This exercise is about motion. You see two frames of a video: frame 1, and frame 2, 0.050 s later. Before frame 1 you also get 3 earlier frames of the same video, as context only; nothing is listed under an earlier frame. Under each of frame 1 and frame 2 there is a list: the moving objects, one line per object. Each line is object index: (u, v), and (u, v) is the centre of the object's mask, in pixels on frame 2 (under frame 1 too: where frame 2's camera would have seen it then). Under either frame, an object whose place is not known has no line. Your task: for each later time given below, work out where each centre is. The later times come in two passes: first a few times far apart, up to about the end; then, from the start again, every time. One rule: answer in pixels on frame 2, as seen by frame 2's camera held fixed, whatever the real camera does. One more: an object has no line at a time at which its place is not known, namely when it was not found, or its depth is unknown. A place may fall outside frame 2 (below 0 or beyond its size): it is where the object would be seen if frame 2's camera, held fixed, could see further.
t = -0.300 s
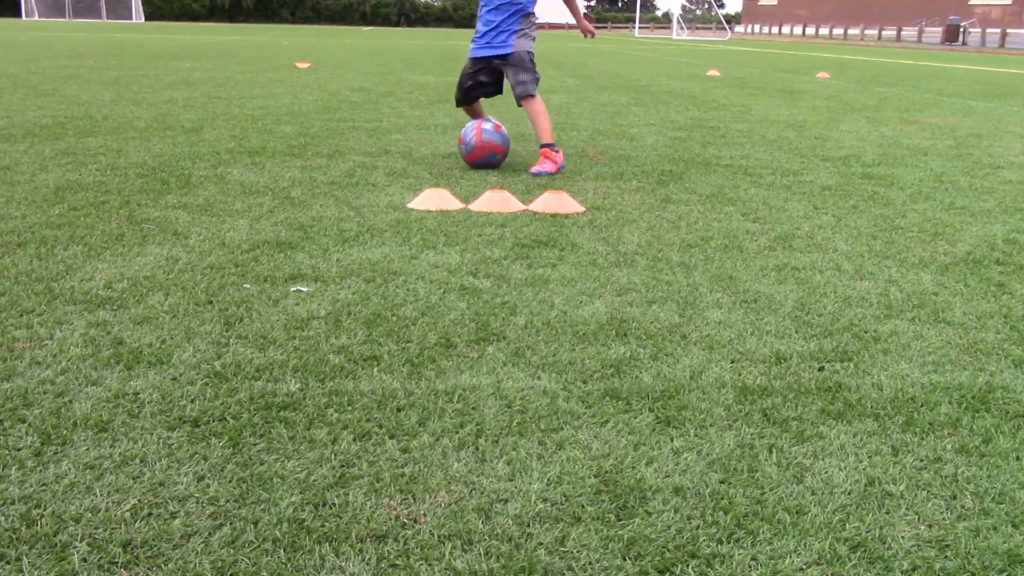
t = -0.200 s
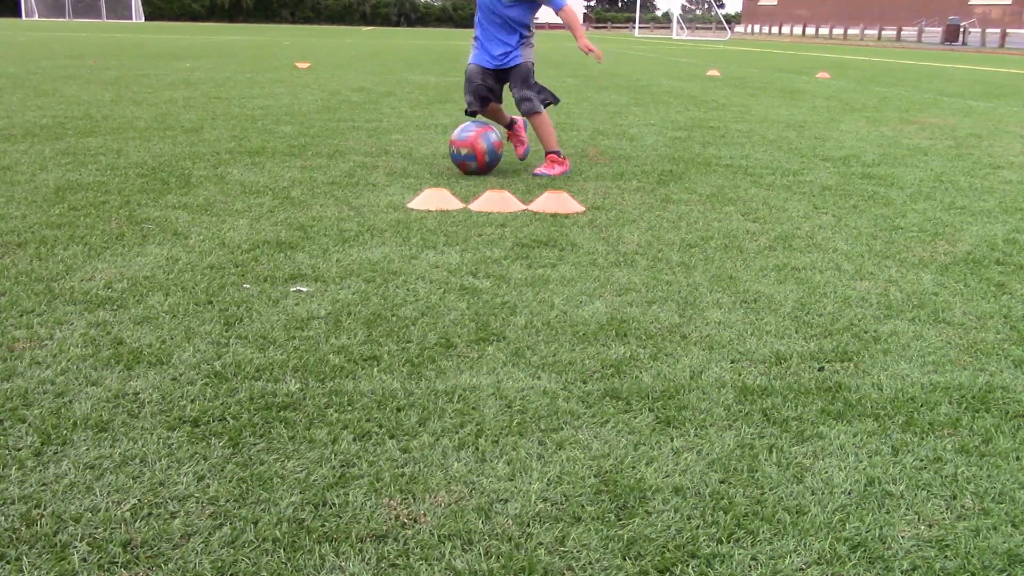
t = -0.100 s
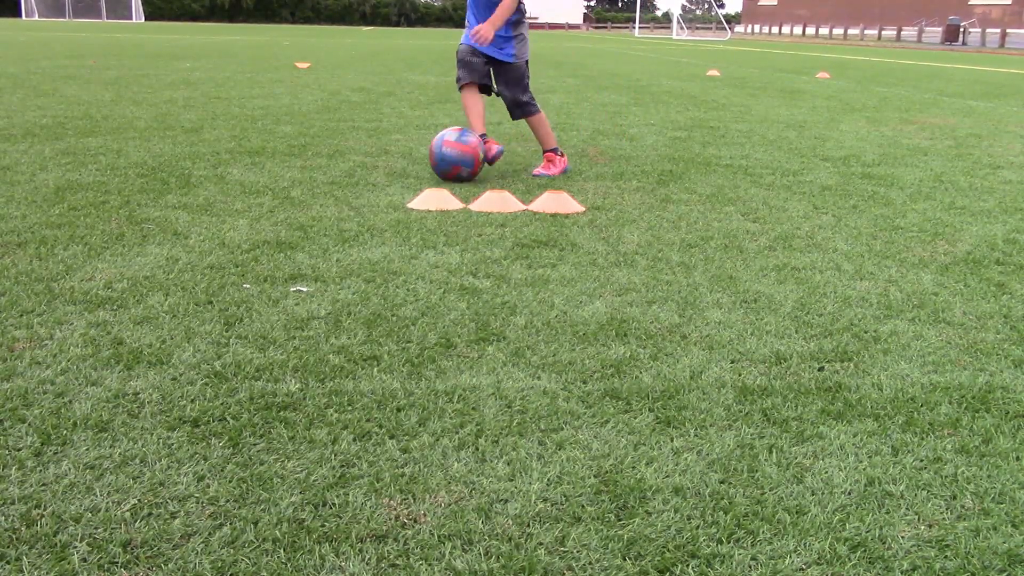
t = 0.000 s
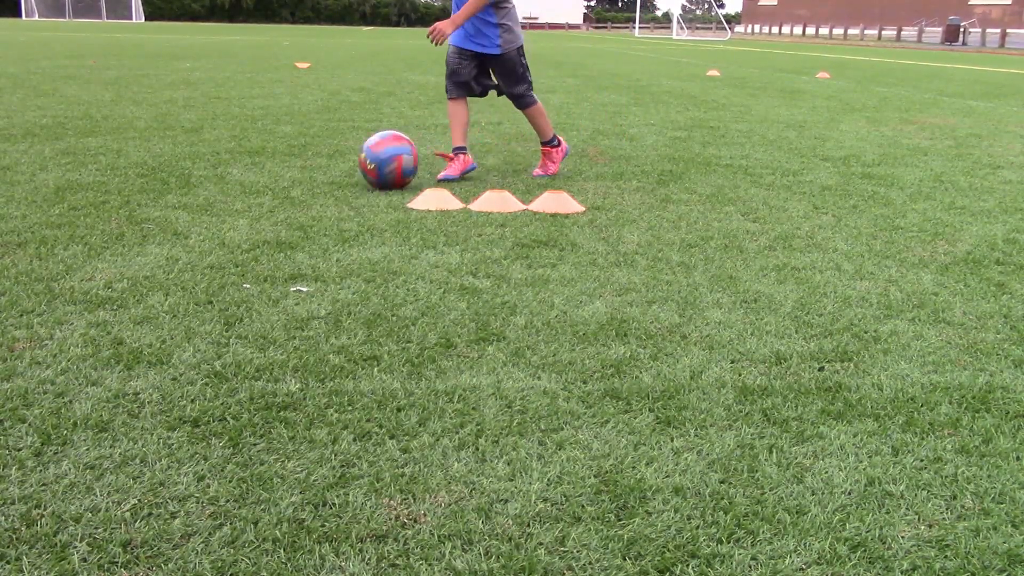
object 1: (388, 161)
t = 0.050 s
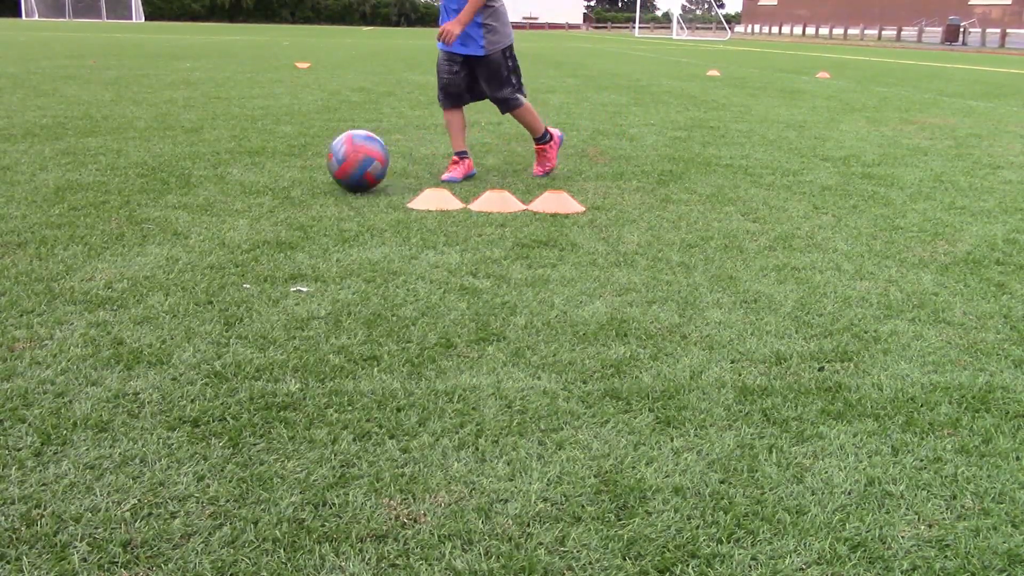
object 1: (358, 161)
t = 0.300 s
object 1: (204, 178)
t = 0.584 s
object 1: (17, 202)
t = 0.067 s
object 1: (347, 162)
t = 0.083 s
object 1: (337, 163)
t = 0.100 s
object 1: (327, 165)
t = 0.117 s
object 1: (317, 167)
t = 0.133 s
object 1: (307, 168)
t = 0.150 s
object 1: (297, 168)
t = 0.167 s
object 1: (287, 169)
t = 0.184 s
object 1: (278, 170)
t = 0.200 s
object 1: (267, 172)
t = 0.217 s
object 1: (257, 173)
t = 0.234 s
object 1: (246, 174)
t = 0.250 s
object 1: (236, 175)
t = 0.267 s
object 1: (225, 176)
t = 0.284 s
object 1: (215, 177)
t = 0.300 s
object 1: (204, 178)
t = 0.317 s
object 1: (193, 180)
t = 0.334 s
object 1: (182, 182)
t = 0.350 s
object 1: (171, 184)
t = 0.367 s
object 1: (160, 185)
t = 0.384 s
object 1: (149, 185)
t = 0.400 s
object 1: (137, 185)
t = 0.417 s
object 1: (125, 186)
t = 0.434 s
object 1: (113, 187)
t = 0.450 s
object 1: (100, 189)
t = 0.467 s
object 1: (88, 192)
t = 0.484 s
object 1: (75, 194)
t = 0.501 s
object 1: (62, 196)
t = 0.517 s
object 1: (49, 197)
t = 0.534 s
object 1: (37, 198)
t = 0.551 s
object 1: (30, 198)
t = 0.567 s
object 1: (23, 200)
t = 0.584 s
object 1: (17, 202)
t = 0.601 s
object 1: (11, 205)
